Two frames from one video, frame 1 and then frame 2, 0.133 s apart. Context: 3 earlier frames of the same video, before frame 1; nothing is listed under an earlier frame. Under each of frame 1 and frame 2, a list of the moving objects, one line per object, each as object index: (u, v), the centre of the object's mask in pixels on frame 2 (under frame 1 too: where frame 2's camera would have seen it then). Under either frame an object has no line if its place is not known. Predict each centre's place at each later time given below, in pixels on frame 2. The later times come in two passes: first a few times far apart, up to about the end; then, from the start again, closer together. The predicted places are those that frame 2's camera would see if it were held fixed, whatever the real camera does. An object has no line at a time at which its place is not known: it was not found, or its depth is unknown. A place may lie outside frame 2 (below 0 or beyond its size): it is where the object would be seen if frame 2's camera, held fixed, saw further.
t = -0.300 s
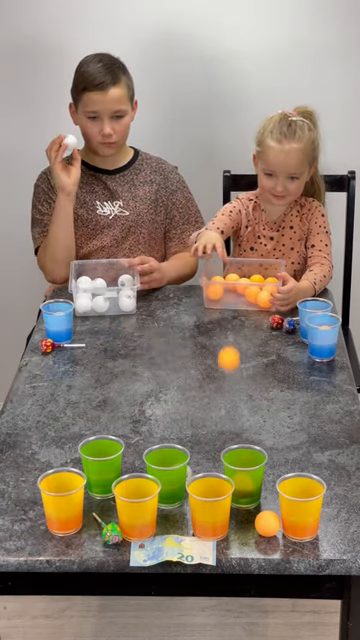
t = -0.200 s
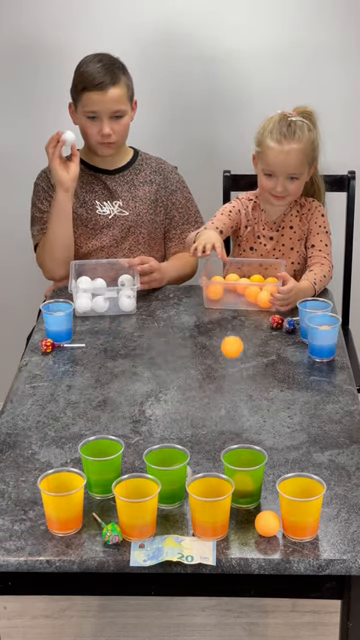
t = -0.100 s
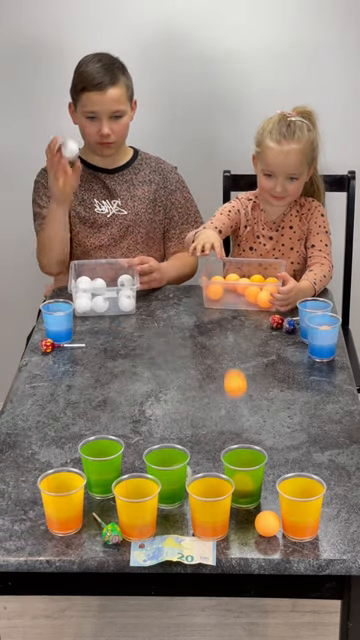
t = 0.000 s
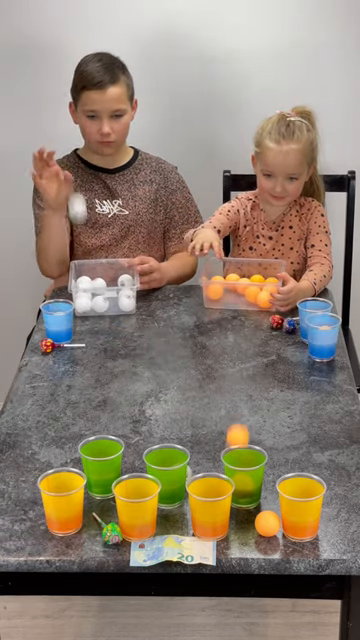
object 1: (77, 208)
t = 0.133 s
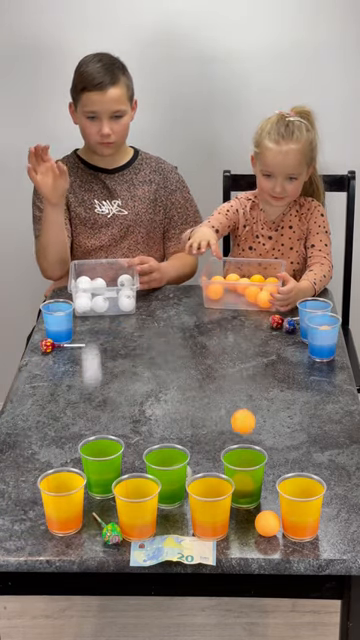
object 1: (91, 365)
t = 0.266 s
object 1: (91, 327)
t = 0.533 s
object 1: (100, 452)
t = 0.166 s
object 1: (92, 372)
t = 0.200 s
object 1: (92, 353)
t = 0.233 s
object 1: (91, 336)
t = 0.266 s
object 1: (91, 327)
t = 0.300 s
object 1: (91, 321)
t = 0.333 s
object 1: (91, 321)
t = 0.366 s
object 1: (92, 327)
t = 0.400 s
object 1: (94, 339)
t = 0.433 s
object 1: (95, 357)
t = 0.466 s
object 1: (97, 383)
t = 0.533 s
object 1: (100, 452)
